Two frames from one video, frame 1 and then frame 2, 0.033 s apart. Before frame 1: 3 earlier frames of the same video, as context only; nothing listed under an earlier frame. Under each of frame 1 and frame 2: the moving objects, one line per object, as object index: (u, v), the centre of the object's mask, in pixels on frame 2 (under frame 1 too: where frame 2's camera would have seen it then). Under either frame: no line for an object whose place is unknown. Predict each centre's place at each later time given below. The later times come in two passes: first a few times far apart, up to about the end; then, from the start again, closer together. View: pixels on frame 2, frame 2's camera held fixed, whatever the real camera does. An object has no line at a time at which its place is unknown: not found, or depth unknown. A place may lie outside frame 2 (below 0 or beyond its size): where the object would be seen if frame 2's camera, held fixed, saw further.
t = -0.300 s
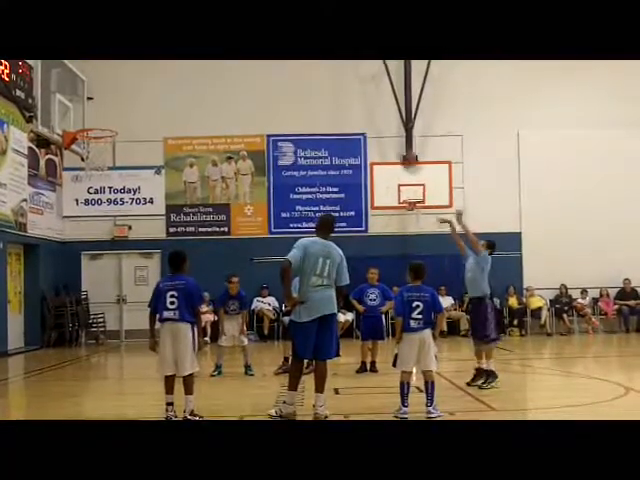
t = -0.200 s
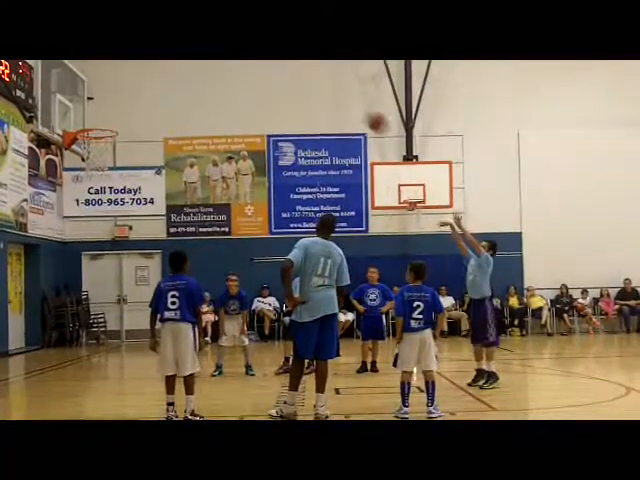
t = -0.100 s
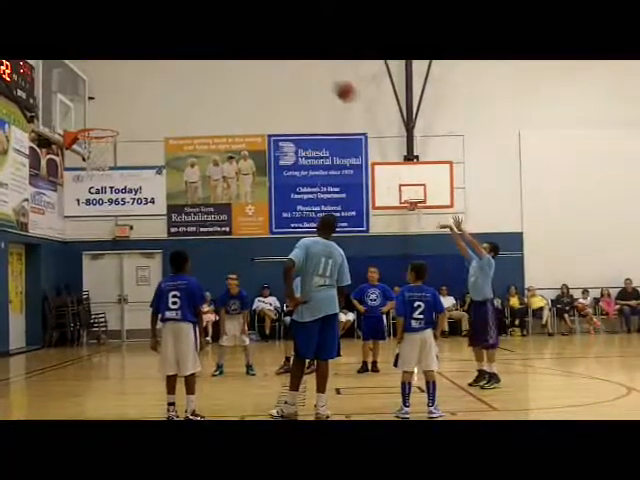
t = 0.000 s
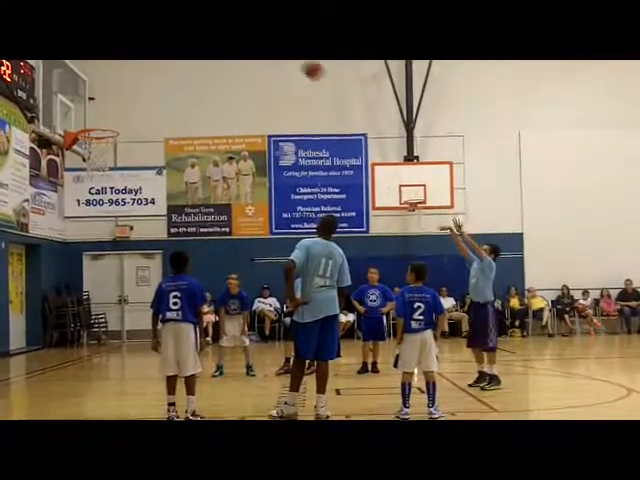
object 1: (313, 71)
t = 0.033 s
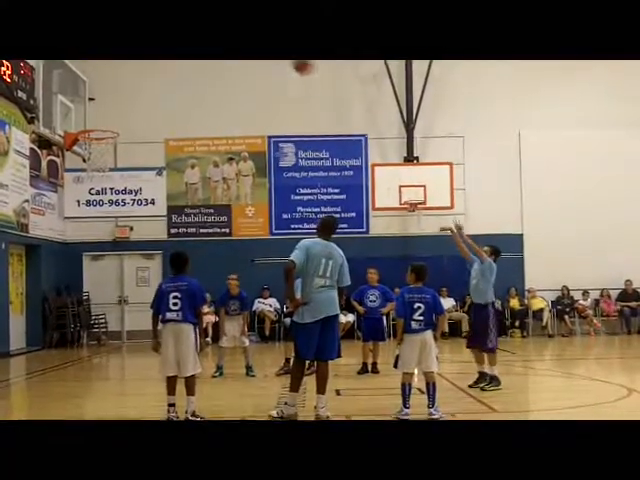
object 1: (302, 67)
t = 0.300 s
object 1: (215, 58)
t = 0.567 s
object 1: (132, 92)
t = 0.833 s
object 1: (84, 172)
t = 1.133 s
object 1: (87, 292)
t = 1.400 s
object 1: (100, 342)
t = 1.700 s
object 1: (127, 260)
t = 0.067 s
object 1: (292, 63)
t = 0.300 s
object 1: (215, 58)
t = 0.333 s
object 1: (205, 59)
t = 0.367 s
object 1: (195, 61)
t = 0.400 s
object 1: (184, 63)
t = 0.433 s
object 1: (174, 65)
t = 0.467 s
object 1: (163, 70)
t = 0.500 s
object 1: (151, 76)
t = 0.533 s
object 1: (142, 84)
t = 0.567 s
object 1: (132, 92)
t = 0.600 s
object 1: (122, 102)
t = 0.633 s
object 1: (112, 113)
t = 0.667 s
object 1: (102, 123)
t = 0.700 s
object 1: (93, 136)
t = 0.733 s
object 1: (86, 149)
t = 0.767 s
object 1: (85, 157)
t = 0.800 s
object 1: (83, 164)
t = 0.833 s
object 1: (84, 172)
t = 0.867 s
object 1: (86, 180)
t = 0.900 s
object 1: (84, 190)
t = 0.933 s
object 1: (84, 202)
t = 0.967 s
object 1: (85, 214)
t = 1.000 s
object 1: (85, 228)
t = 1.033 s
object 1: (85, 241)
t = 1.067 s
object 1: (85, 256)
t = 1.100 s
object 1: (87, 275)
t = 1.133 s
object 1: (87, 292)
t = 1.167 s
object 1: (84, 311)
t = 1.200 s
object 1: (85, 326)
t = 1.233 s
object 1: (84, 353)
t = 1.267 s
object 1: (84, 374)
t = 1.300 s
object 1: (84, 383)
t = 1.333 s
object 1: (87, 374)
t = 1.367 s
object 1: (92, 359)
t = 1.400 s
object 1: (100, 342)
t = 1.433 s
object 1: (100, 333)
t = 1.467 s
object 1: (101, 320)
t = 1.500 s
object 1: (106, 306)
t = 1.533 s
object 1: (109, 297)
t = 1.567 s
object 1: (113, 287)
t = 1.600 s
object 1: (115, 279)
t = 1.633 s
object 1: (119, 270)
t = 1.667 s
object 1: (123, 264)
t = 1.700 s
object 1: (127, 260)
